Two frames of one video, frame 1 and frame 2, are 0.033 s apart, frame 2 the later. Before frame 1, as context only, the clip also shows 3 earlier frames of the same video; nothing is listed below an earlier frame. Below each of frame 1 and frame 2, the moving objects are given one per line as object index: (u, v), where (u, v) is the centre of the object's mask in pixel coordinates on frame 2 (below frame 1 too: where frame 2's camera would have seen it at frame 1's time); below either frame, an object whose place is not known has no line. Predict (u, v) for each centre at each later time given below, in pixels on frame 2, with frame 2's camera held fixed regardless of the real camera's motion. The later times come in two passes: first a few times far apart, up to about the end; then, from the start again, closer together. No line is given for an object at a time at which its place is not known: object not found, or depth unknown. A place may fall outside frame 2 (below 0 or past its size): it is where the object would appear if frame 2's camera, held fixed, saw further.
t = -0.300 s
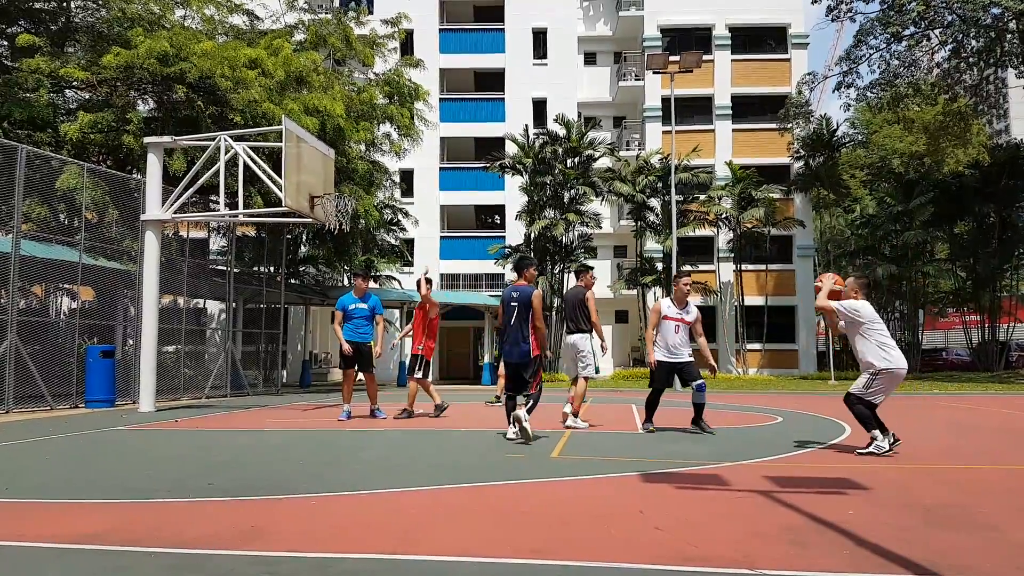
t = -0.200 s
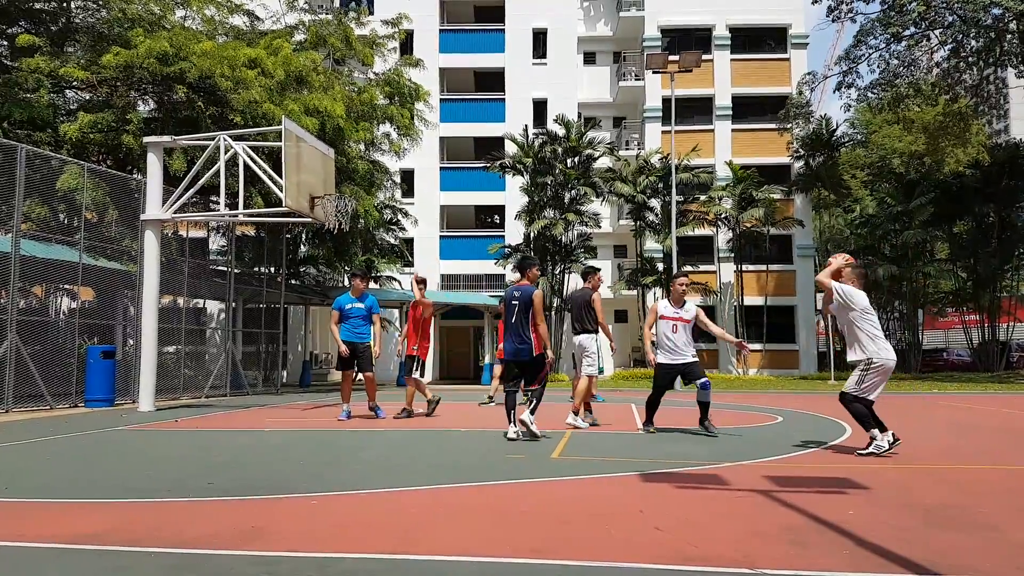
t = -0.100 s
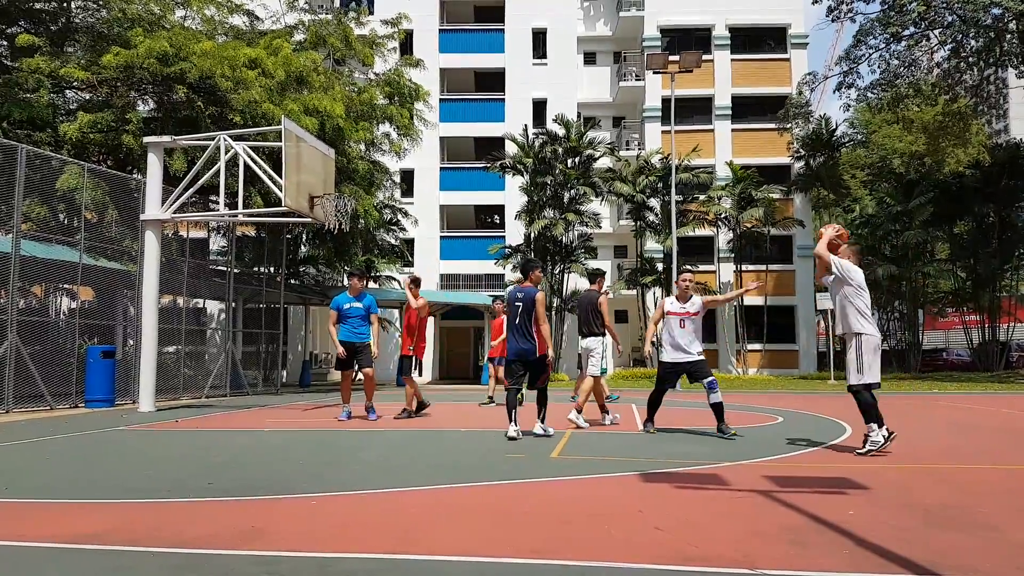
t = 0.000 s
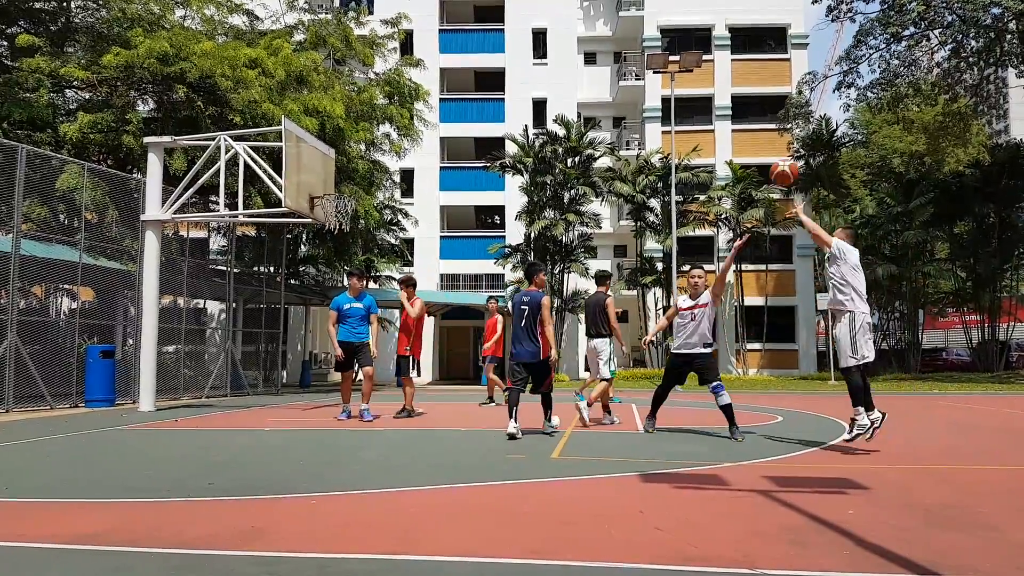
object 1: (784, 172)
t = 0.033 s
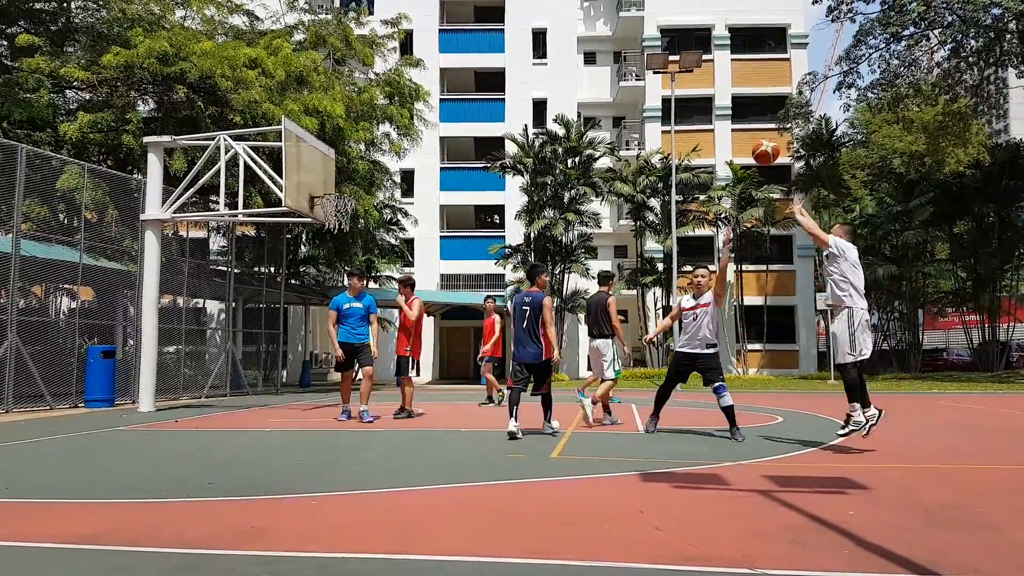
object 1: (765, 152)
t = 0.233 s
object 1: (668, 64)
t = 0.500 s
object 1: (567, 22)
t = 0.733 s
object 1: (493, 35)
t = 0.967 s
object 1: (431, 85)
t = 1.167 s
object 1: (385, 150)
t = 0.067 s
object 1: (748, 133)
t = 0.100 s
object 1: (731, 116)
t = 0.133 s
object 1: (715, 101)
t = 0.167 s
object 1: (699, 89)
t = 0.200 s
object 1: (682, 76)
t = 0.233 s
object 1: (668, 64)
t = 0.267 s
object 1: (654, 55)
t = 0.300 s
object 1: (641, 47)
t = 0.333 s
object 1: (627, 40)
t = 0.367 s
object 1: (614, 34)
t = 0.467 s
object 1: (578, 23)
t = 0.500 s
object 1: (567, 22)
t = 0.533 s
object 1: (555, 21)
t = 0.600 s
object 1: (533, 22)
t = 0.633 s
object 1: (523, 24)
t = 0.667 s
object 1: (512, 27)
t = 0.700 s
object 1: (503, 31)
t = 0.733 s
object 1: (493, 35)
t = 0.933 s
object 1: (439, 75)
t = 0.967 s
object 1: (431, 85)
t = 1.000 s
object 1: (422, 94)
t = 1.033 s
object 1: (415, 104)
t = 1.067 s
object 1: (408, 114)
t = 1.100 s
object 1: (400, 127)
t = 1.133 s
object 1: (393, 138)
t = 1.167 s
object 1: (385, 150)
